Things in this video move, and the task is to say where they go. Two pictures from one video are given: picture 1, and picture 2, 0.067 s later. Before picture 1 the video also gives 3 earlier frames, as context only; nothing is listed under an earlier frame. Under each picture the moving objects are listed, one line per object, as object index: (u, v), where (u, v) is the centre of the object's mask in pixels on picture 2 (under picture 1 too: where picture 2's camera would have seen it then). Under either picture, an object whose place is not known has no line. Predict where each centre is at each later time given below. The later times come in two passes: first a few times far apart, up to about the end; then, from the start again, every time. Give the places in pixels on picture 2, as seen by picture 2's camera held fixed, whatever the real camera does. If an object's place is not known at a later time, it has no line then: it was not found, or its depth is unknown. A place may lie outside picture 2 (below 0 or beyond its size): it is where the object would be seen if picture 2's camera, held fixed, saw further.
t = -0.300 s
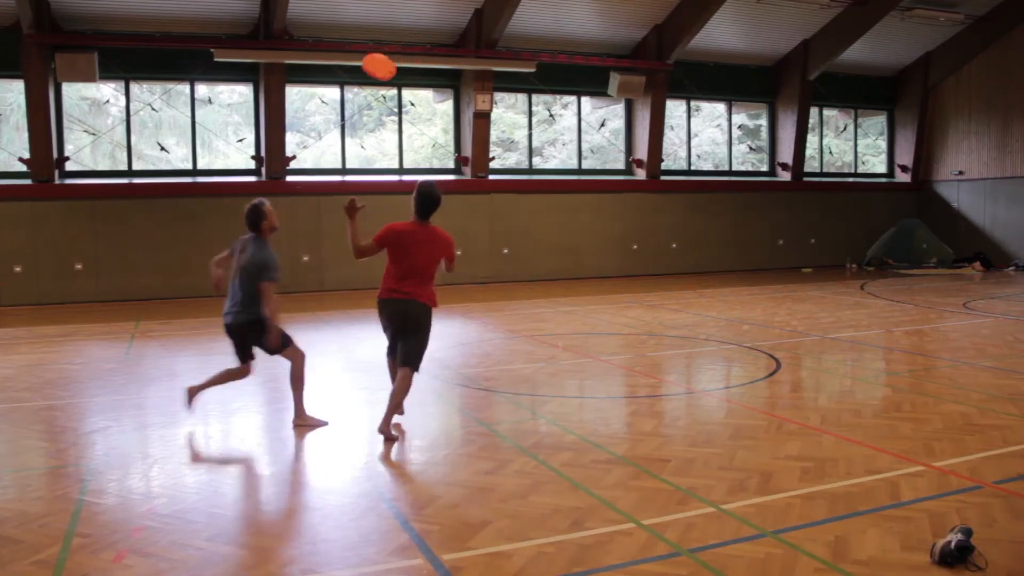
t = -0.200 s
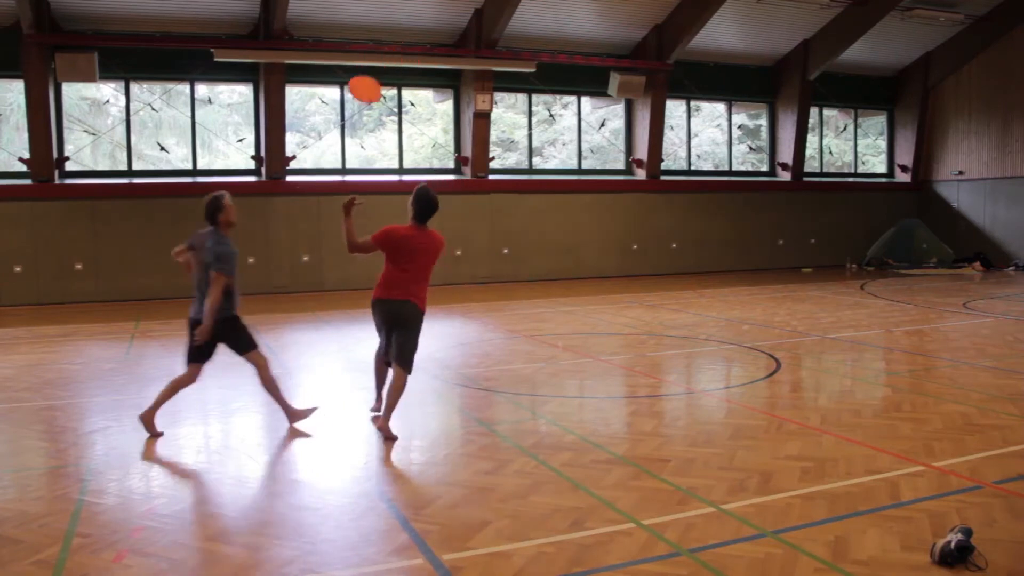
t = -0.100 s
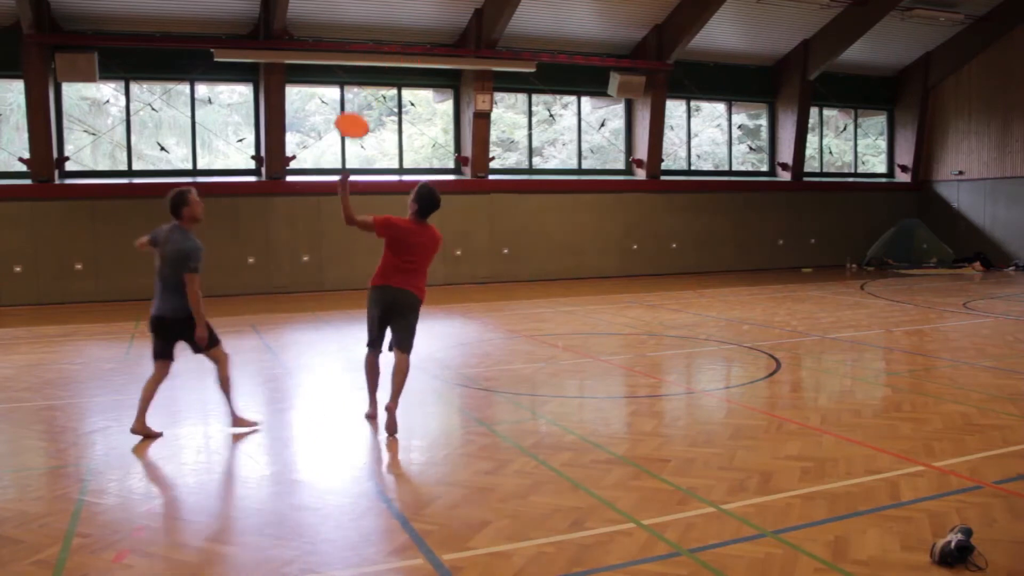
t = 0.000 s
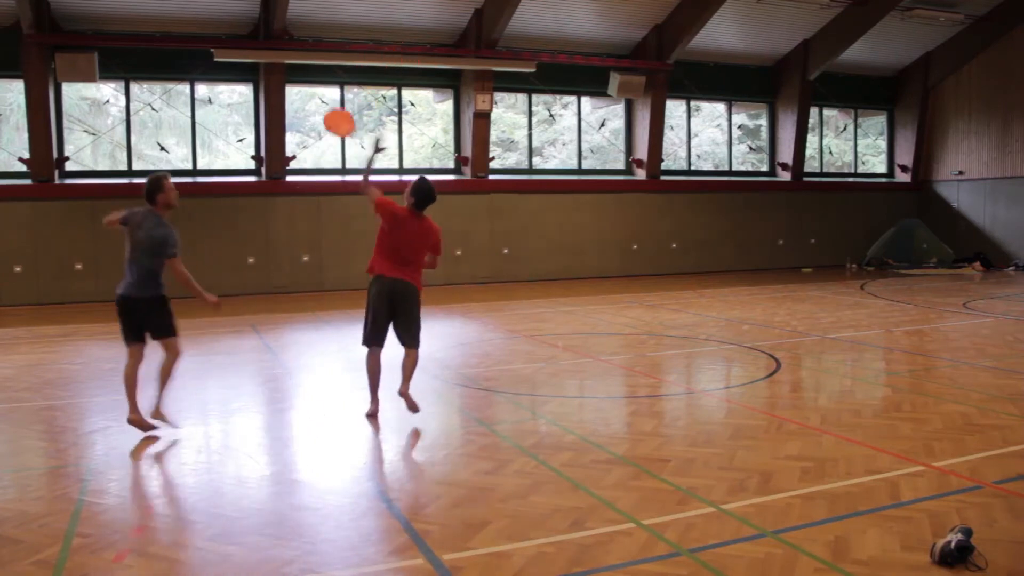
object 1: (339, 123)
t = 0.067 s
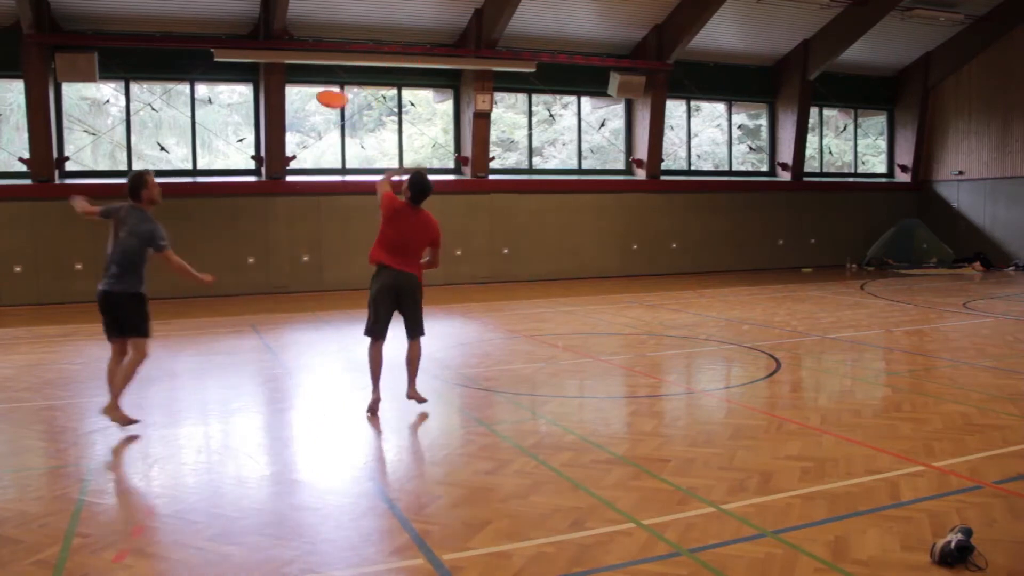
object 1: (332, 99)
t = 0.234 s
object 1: (320, 56)
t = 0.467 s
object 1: (315, 38)
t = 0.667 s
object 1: (319, 54)
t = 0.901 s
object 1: (331, 106)
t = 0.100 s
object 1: (328, 86)
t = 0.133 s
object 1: (325, 76)
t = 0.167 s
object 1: (324, 70)
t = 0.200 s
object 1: (322, 62)
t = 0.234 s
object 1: (320, 56)
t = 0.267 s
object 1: (318, 51)
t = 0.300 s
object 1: (318, 47)
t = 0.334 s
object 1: (317, 43)
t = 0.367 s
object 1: (316, 41)
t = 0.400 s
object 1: (315, 39)
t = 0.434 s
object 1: (315, 38)
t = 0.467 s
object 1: (315, 38)
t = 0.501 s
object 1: (315, 39)
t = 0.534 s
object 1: (316, 41)
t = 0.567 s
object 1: (316, 42)
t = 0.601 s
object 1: (317, 46)
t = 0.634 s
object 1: (318, 50)
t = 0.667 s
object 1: (319, 54)
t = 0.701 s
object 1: (320, 59)
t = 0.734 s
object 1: (321, 66)
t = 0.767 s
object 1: (323, 72)
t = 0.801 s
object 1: (324, 78)
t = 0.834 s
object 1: (326, 86)
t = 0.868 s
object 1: (329, 96)
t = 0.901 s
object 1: (331, 106)
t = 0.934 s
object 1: (334, 115)
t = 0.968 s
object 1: (337, 126)
